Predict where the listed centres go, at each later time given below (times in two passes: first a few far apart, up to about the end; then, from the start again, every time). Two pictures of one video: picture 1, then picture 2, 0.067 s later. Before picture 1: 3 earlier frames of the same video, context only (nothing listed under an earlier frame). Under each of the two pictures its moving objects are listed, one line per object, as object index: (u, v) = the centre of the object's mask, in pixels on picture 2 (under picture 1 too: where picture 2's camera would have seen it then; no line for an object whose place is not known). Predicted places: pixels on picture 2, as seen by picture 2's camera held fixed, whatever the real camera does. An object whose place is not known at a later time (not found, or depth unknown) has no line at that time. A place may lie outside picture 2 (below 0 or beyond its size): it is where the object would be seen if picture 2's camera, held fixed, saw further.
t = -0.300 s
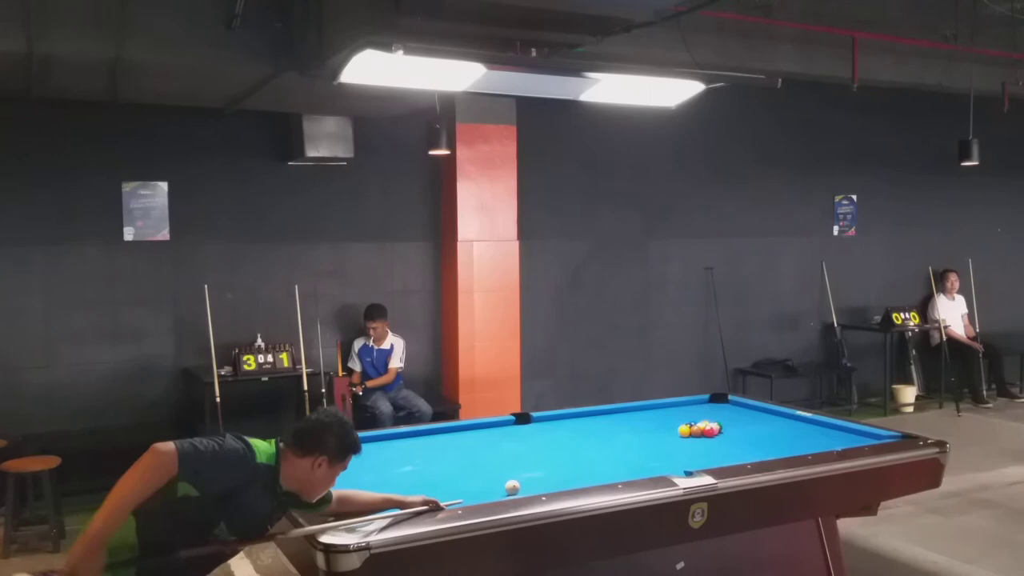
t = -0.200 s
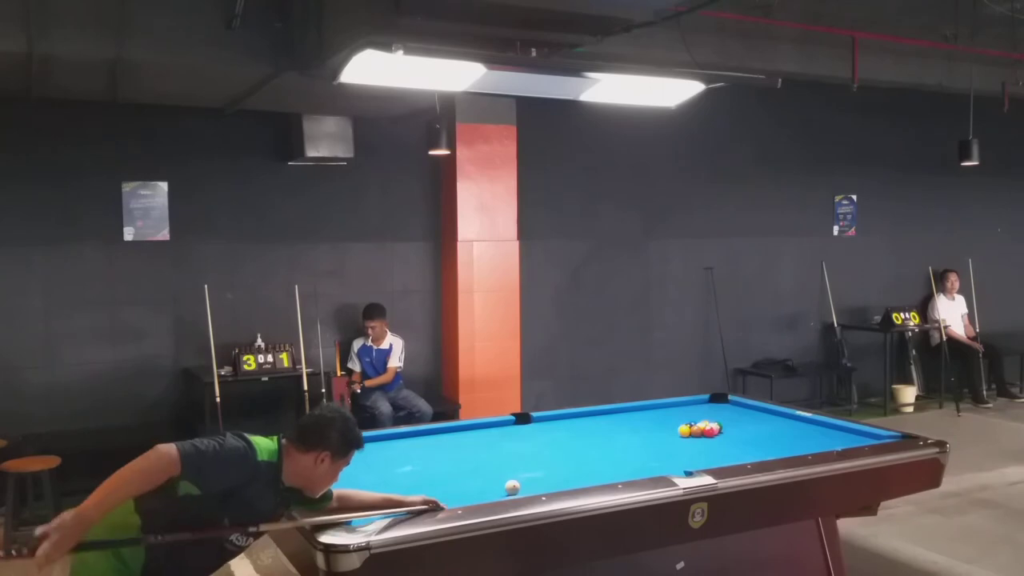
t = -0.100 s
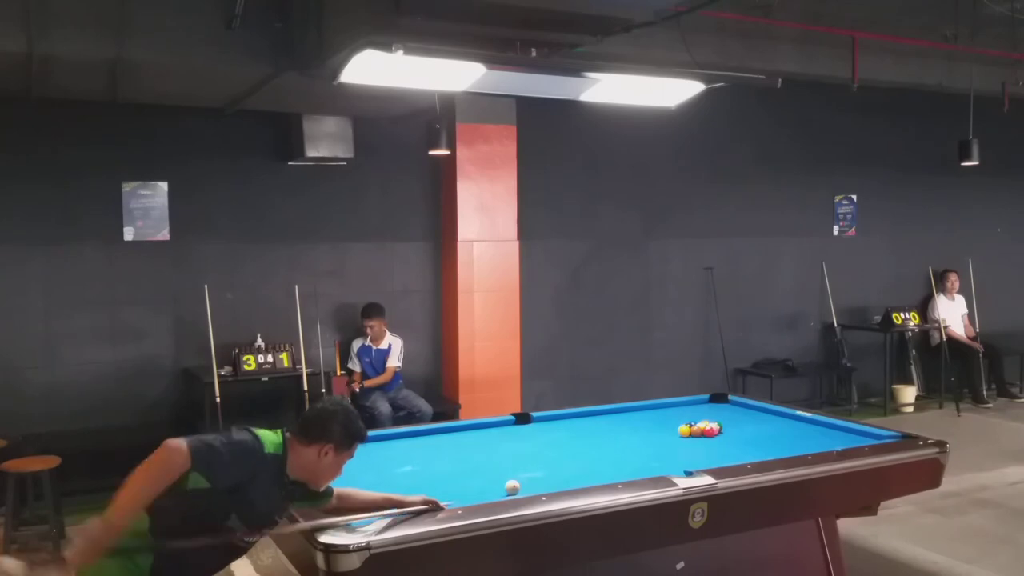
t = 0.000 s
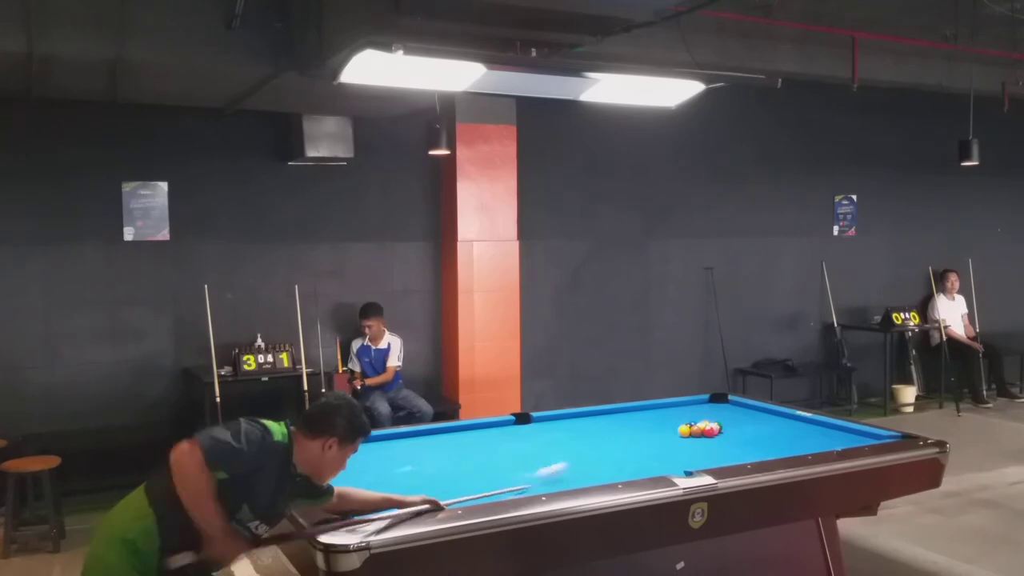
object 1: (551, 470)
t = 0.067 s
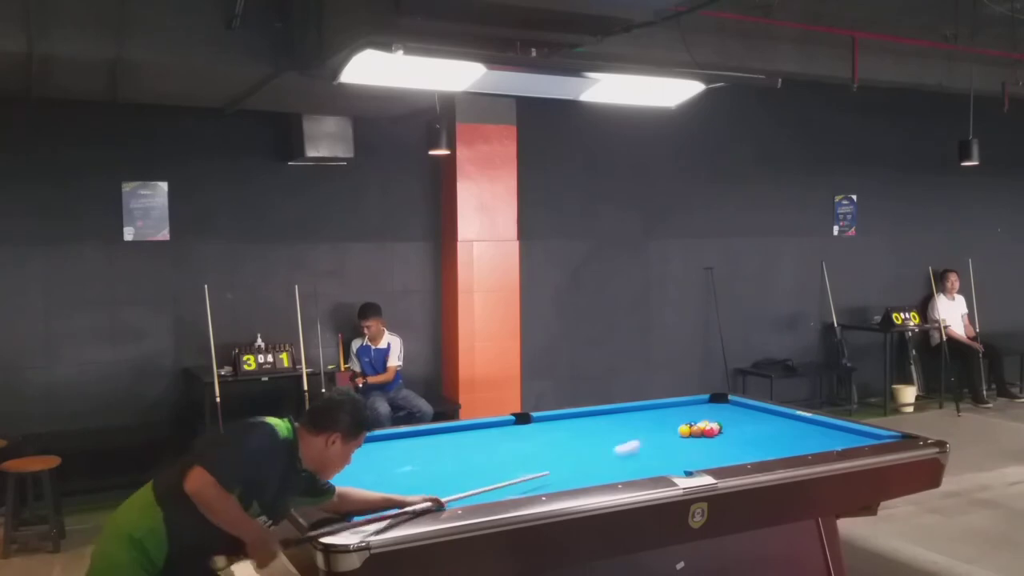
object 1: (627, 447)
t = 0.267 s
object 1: (673, 437)
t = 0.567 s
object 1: (667, 445)
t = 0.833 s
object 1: (662, 451)
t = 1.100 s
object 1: (658, 458)
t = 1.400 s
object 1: (652, 464)
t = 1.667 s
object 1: (641, 467)
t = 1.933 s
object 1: (625, 472)
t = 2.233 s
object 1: (607, 475)
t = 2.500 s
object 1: (592, 478)
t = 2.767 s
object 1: (577, 481)
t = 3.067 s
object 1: (561, 485)
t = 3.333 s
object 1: (548, 486)
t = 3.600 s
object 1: (537, 487)
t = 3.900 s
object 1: (526, 488)
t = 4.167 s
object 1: (517, 489)
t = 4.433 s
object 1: (511, 490)
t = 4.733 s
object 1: (505, 490)
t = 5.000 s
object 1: (502, 491)
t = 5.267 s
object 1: (501, 491)
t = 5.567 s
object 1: (500, 492)
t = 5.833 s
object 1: (500, 492)
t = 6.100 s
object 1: (500, 492)
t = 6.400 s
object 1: (500, 492)
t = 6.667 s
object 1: (500, 492)
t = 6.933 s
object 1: (500, 492)
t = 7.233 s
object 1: (500, 492)
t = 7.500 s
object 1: (500, 492)
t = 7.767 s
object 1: (500, 492)
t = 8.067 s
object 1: (500, 492)
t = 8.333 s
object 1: (500, 492)
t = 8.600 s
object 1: (500, 492)
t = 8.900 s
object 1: (500, 492)
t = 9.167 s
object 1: (500, 492)
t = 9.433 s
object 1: (500, 492)
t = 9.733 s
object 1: (500, 492)
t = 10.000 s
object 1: (500, 492)
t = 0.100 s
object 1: (660, 437)
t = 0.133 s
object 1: (678, 431)
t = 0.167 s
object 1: (678, 433)
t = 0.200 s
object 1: (676, 435)
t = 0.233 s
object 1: (674, 436)
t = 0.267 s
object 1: (673, 437)
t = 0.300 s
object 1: (672, 439)
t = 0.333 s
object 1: (672, 440)
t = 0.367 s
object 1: (671, 440)
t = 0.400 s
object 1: (670, 441)
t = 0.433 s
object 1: (670, 442)
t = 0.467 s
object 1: (669, 443)
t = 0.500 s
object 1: (669, 443)
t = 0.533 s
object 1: (668, 444)
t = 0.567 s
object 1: (667, 445)
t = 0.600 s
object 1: (667, 446)
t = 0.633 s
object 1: (666, 446)
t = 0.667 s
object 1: (665, 447)
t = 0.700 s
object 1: (665, 448)
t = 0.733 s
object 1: (664, 449)
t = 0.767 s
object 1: (664, 450)
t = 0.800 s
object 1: (663, 451)
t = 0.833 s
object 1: (662, 451)
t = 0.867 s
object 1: (662, 452)
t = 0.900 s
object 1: (661, 453)
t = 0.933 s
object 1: (661, 454)
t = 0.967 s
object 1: (660, 454)
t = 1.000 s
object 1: (659, 455)
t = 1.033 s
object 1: (659, 456)
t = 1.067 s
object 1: (658, 457)
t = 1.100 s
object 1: (658, 458)
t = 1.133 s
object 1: (657, 458)
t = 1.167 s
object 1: (656, 459)
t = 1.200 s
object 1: (656, 460)
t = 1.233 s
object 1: (655, 460)
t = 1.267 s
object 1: (655, 461)
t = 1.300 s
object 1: (654, 462)
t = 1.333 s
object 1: (653, 463)
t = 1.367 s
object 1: (653, 464)
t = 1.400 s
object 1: (652, 464)
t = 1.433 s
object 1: (651, 465)
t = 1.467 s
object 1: (651, 466)
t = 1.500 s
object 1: (650, 466)
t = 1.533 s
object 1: (649, 467)
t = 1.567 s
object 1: (647, 467)
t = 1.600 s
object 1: (645, 467)
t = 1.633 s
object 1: (642, 467)
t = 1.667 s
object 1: (641, 467)
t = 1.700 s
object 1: (639, 468)
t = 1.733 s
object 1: (638, 468)
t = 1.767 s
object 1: (636, 469)
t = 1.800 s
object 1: (633, 470)
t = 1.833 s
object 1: (631, 470)
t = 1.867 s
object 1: (629, 471)
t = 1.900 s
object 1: (627, 471)
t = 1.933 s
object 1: (625, 472)
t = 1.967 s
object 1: (623, 472)
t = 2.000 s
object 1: (621, 472)
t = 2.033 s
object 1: (619, 473)
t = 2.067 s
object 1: (617, 474)
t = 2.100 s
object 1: (615, 474)
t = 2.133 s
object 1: (613, 474)
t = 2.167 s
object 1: (611, 475)
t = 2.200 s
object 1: (609, 475)
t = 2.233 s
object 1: (607, 475)
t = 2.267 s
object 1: (605, 476)
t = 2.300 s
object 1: (603, 476)
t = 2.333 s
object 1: (601, 477)
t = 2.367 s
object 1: (600, 477)
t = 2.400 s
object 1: (597, 477)
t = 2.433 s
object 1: (596, 478)
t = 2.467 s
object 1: (594, 478)
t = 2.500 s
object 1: (592, 478)
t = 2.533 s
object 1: (590, 479)
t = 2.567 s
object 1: (588, 479)
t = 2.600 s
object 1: (586, 479)
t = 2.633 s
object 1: (584, 480)
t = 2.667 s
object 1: (582, 480)
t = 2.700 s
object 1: (581, 481)
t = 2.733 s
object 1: (579, 481)
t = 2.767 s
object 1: (577, 481)
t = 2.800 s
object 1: (575, 482)
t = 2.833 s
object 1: (573, 482)
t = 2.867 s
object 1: (572, 482)
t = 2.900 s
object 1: (570, 483)
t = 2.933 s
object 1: (568, 483)
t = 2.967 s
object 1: (567, 484)
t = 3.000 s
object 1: (565, 484)
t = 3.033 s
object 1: (563, 484)
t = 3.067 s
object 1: (561, 485)
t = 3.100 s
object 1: (559, 485)
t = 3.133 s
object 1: (558, 485)
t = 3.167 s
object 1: (556, 485)
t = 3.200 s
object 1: (554, 485)
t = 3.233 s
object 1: (553, 485)
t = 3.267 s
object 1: (551, 486)
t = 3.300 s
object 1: (550, 486)
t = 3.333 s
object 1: (548, 486)
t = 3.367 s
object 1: (547, 486)
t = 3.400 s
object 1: (545, 486)
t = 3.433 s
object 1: (544, 486)
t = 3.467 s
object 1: (542, 487)
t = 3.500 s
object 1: (541, 487)
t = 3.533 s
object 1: (540, 487)
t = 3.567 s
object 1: (538, 487)
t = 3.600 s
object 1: (537, 487)
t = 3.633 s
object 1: (535, 488)
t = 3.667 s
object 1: (534, 487)
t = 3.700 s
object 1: (533, 488)
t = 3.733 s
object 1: (532, 488)
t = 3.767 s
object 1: (530, 488)
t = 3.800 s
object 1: (529, 488)
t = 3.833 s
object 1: (528, 488)
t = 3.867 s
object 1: (527, 488)
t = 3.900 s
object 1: (526, 488)
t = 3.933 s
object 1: (524, 488)
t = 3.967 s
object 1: (523, 489)
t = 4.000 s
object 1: (522, 489)
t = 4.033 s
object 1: (521, 489)
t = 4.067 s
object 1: (520, 489)
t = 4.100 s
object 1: (519, 489)
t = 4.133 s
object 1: (518, 489)
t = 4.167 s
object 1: (517, 489)
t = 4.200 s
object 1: (516, 489)
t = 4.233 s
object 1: (515, 489)
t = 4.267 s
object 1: (514, 490)
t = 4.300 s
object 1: (514, 490)
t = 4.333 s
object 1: (513, 490)
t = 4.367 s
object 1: (512, 490)
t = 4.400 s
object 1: (511, 490)
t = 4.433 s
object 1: (511, 490)
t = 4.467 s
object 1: (510, 490)
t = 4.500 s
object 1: (509, 490)
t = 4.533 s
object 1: (508, 490)
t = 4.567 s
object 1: (508, 490)
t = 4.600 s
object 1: (507, 490)
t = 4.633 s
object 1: (507, 490)
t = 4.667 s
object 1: (506, 490)
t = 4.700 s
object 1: (506, 490)
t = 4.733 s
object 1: (505, 490)
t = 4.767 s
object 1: (504, 491)
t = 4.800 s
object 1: (504, 491)
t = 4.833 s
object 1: (503, 491)
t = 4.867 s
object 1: (503, 491)
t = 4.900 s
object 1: (503, 491)
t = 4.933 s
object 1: (502, 491)
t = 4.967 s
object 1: (502, 491)
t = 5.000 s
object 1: (502, 491)
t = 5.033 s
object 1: (502, 491)
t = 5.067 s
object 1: (502, 491)
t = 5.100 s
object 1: (501, 491)
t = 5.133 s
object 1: (501, 492)
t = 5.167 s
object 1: (501, 492)
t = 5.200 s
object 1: (501, 492)
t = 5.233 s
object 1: (501, 492)
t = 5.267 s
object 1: (501, 491)
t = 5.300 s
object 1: (500, 492)
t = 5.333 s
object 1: (500, 492)
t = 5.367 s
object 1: (500, 492)
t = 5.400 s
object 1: (500, 492)
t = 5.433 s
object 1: (500, 492)
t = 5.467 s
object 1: (500, 492)
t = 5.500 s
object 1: (500, 492)
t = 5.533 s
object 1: (500, 492)
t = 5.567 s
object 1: (500, 492)
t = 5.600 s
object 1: (500, 492)
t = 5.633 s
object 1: (500, 492)
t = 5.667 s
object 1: (500, 492)
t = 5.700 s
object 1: (500, 492)
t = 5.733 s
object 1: (500, 492)
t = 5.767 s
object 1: (500, 492)
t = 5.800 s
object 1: (500, 492)
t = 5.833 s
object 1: (500, 492)
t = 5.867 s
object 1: (500, 492)
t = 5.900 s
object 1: (500, 492)
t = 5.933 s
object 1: (500, 492)
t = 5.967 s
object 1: (500, 492)
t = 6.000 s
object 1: (500, 492)
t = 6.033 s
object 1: (500, 492)
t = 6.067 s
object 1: (500, 492)
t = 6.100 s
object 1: (500, 492)
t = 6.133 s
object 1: (500, 492)
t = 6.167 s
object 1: (500, 492)
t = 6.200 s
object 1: (500, 492)
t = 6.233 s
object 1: (500, 492)
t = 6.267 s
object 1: (500, 492)
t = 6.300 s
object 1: (500, 492)
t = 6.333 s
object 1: (500, 492)
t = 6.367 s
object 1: (500, 492)
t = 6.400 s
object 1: (500, 492)
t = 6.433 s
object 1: (500, 492)
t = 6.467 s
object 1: (500, 492)
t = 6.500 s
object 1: (500, 492)
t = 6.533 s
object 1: (500, 492)
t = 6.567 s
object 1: (500, 492)
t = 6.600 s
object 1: (500, 492)
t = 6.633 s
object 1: (500, 492)
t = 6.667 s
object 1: (500, 492)
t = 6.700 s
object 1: (500, 492)
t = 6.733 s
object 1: (500, 492)
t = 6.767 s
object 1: (500, 492)
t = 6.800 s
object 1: (500, 492)
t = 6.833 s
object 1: (500, 492)
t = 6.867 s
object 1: (500, 492)
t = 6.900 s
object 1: (500, 492)
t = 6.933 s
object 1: (500, 492)
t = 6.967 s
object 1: (500, 492)
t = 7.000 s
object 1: (500, 492)
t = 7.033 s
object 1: (500, 492)
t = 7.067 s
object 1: (500, 492)
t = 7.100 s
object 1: (500, 492)
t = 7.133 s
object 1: (500, 492)
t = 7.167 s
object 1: (500, 492)
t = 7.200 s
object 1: (500, 492)
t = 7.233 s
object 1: (500, 492)
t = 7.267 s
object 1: (500, 492)
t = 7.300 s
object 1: (500, 492)
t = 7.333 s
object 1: (500, 492)
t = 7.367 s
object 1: (500, 492)
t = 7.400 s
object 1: (500, 492)
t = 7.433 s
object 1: (500, 492)
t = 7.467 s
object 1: (500, 492)
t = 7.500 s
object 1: (500, 492)
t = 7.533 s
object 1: (500, 492)
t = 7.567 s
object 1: (500, 492)
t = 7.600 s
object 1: (500, 492)
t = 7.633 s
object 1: (500, 492)
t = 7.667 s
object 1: (500, 492)
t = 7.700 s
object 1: (500, 492)
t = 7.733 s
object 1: (500, 492)
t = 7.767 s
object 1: (500, 492)
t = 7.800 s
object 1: (500, 492)
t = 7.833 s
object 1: (500, 492)
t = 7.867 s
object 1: (500, 492)
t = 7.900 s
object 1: (500, 492)
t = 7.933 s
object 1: (500, 492)
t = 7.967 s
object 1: (500, 492)
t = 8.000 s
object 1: (500, 492)
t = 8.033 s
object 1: (500, 492)
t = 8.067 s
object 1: (500, 492)
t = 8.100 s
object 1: (500, 492)
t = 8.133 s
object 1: (500, 492)
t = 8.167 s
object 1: (500, 492)
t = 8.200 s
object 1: (500, 492)
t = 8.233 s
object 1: (500, 492)
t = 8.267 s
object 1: (500, 492)
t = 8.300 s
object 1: (500, 492)
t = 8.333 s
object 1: (500, 492)
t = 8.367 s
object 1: (500, 492)
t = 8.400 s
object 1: (500, 492)
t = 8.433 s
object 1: (500, 492)
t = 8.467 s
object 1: (500, 492)
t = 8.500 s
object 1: (500, 492)
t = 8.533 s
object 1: (500, 492)
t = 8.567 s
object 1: (500, 492)
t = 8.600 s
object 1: (500, 492)
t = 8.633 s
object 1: (500, 492)
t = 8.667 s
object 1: (500, 492)
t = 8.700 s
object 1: (500, 492)
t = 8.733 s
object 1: (500, 492)
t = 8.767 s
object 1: (500, 492)
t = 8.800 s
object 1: (500, 492)
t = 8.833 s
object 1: (500, 492)
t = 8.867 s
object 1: (500, 492)
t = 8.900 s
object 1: (500, 492)
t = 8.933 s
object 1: (500, 492)
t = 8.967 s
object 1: (500, 492)
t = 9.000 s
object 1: (500, 492)
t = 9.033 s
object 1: (500, 492)
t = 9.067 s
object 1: (500, 492)
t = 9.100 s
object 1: (500, 492)
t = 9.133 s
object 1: (500, 492)
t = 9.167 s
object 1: (500, 492)
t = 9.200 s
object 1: (500, 492)
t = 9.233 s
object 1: (500, 492)
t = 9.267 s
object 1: (500, 492)
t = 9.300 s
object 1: (500, 492)
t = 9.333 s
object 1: (500, 492)
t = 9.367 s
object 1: (500, 492)
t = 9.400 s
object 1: (500, 492)
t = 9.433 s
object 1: (500, 492)
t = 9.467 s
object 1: (500, 492)
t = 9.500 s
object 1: (500, 492)
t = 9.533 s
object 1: (500, 492)
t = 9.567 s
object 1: (500, 492)
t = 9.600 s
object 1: (500, 492)
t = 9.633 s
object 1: (500, 492)
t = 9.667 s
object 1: (500, 492)
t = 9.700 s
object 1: (500, 492)
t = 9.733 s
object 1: (500, 492)
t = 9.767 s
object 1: (500, 492)
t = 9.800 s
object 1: (500, 492)
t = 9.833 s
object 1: (500, 492)
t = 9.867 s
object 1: (500, 492)
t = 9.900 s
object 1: (500, 492)
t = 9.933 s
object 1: (500, 492)
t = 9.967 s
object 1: (500, 492)
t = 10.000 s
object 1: (500, 492)
